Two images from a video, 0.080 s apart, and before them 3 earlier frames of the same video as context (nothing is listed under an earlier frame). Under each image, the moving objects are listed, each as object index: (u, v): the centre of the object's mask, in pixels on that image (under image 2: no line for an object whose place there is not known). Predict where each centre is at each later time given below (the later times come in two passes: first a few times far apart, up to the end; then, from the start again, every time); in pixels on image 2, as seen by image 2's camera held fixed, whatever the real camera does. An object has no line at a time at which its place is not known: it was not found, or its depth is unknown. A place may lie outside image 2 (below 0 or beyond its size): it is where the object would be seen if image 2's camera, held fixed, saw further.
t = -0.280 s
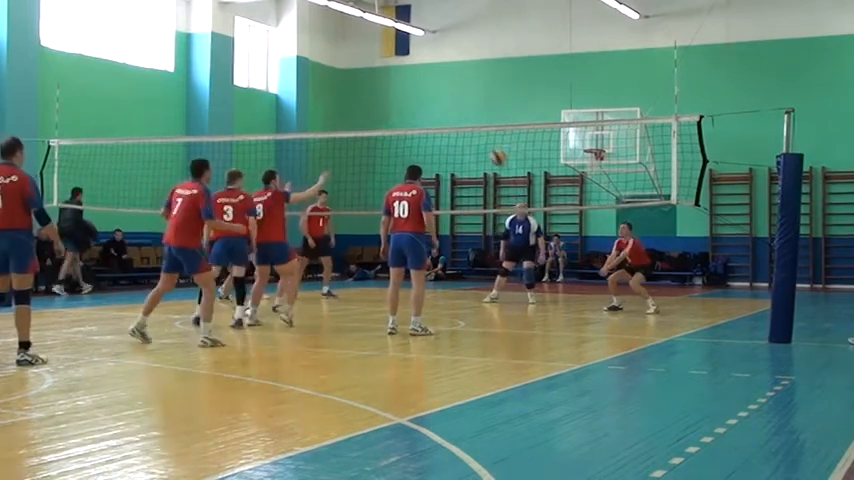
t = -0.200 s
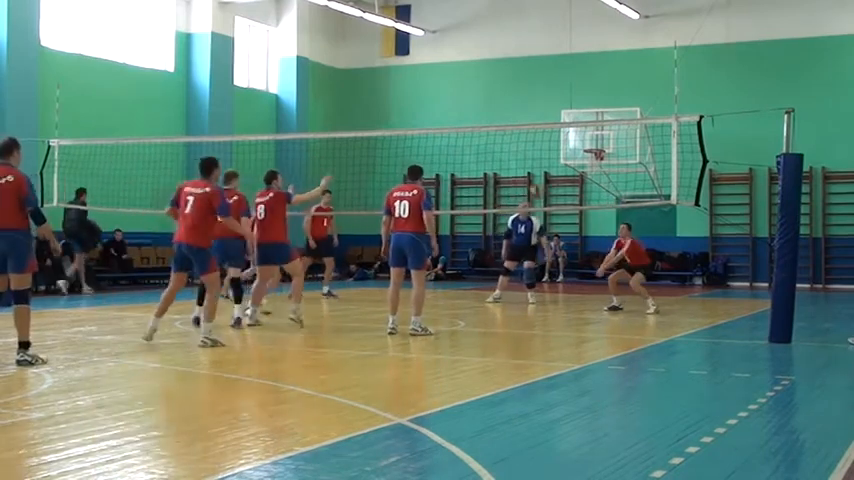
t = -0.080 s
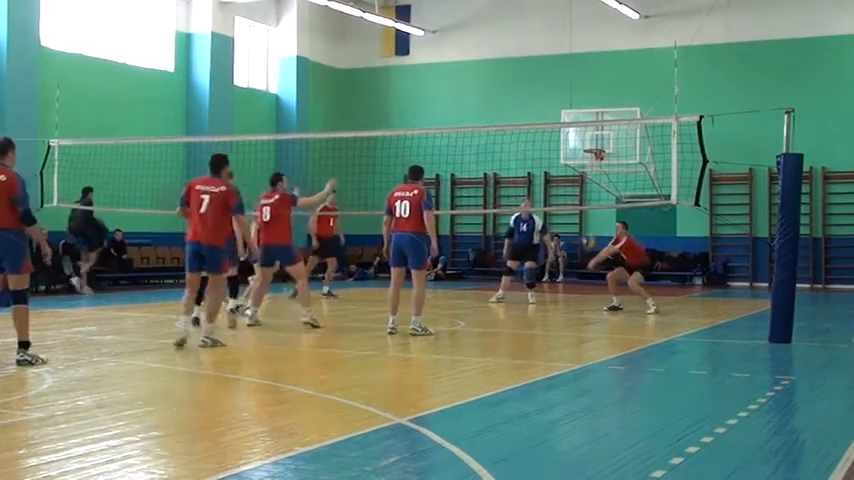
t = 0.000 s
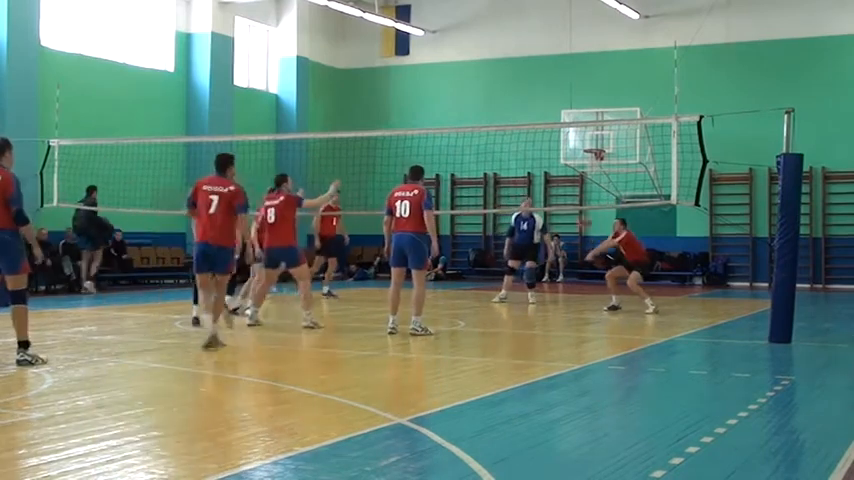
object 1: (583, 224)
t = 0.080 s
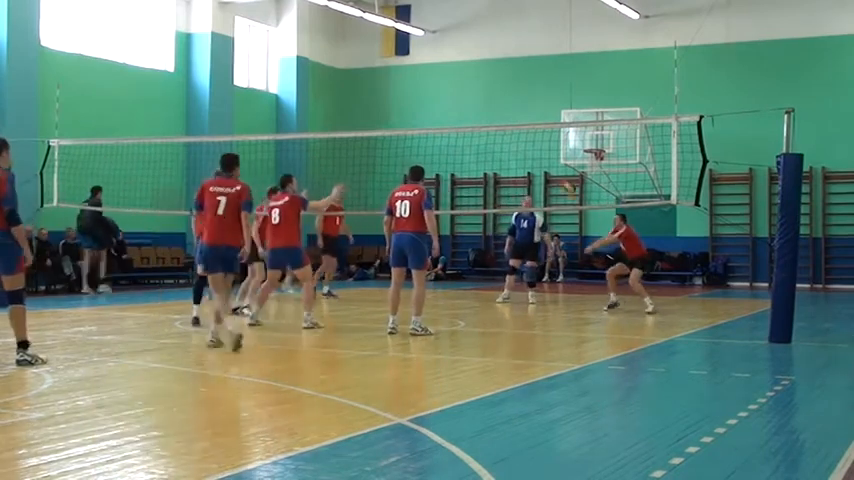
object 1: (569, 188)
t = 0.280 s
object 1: (534, 118)
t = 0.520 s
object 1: (489, 75)
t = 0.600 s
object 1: (474, 69)
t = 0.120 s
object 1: (563, 171)
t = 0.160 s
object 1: (555, 157)
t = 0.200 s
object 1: (548, 145)
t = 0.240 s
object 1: (540, 133)
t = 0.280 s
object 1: (534, 118)
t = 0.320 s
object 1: (526, 110)
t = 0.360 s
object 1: (518, 102)
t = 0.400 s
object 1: (512, 93)
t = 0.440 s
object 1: (503, 86)
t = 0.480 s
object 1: (497, 80)
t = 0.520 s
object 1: (489, 75)
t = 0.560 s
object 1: (482, 72)
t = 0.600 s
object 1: (474, 69)
